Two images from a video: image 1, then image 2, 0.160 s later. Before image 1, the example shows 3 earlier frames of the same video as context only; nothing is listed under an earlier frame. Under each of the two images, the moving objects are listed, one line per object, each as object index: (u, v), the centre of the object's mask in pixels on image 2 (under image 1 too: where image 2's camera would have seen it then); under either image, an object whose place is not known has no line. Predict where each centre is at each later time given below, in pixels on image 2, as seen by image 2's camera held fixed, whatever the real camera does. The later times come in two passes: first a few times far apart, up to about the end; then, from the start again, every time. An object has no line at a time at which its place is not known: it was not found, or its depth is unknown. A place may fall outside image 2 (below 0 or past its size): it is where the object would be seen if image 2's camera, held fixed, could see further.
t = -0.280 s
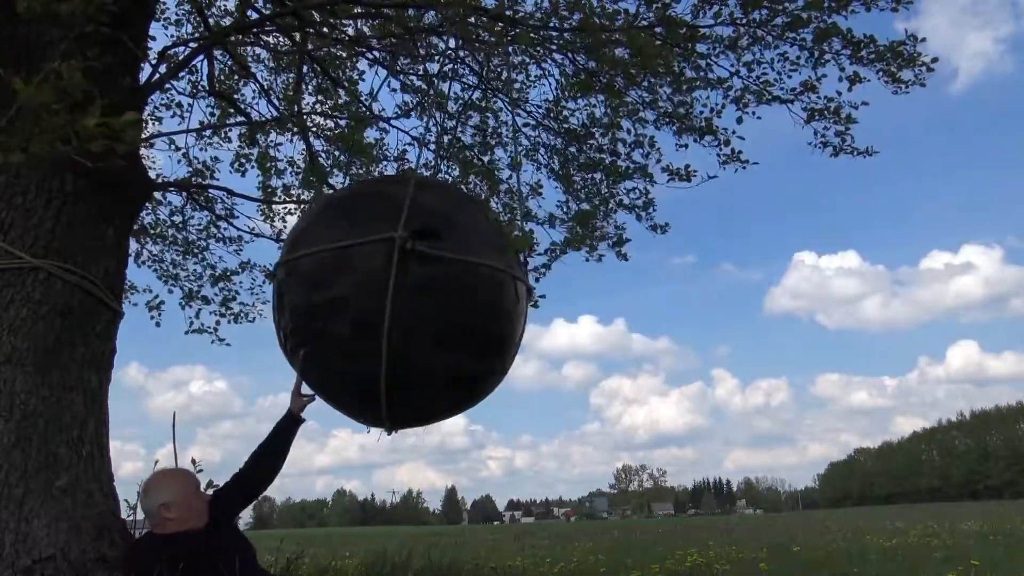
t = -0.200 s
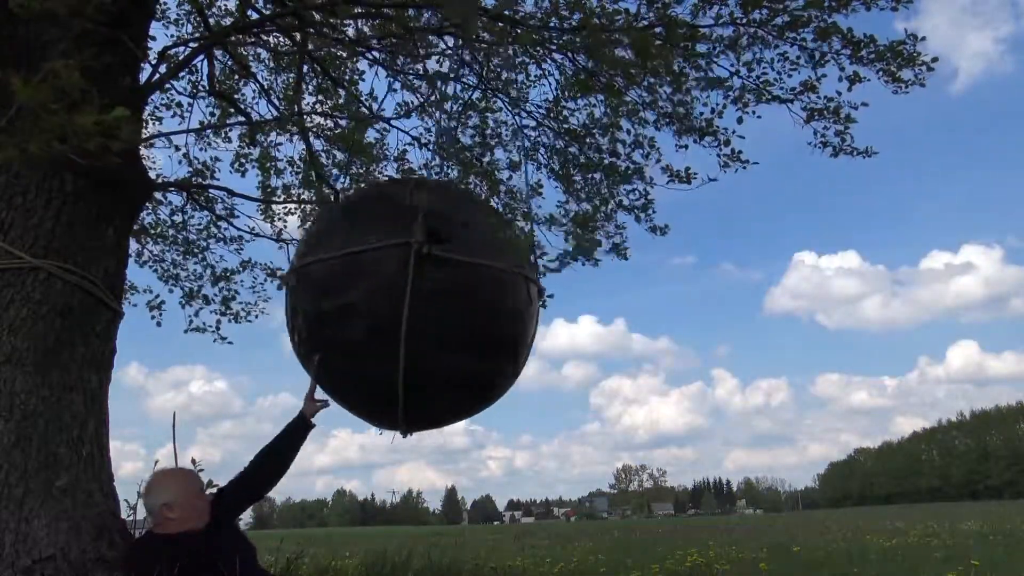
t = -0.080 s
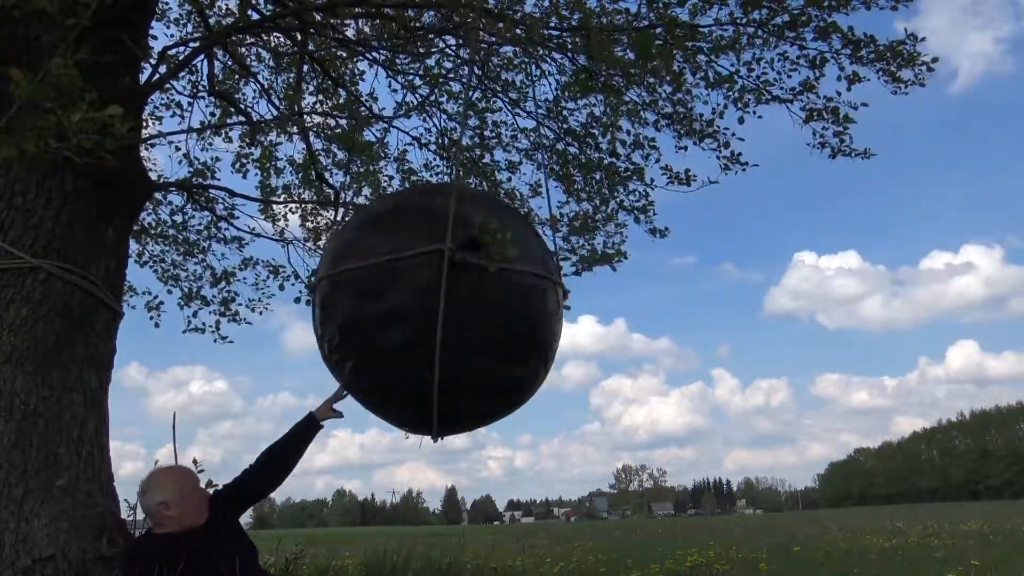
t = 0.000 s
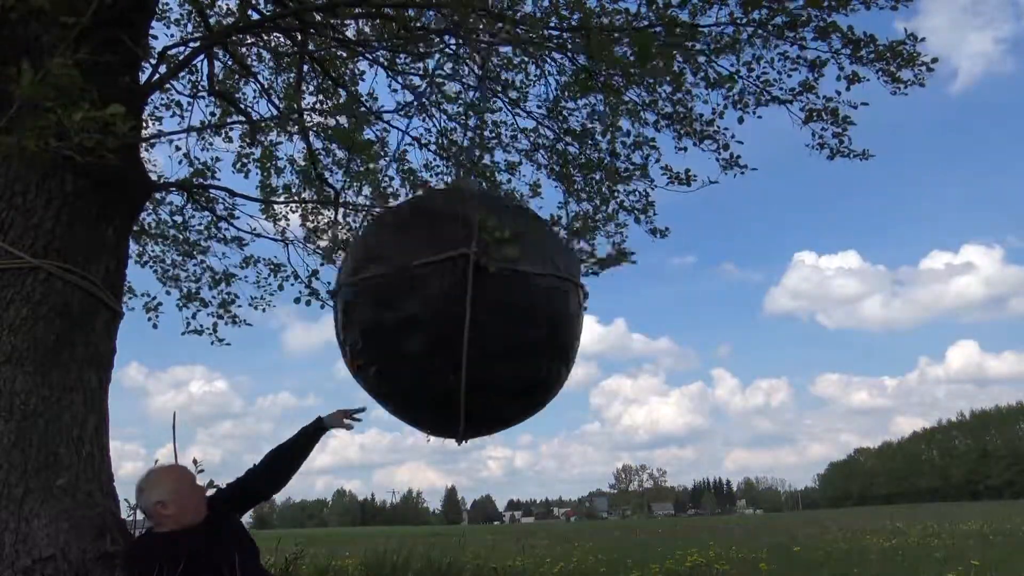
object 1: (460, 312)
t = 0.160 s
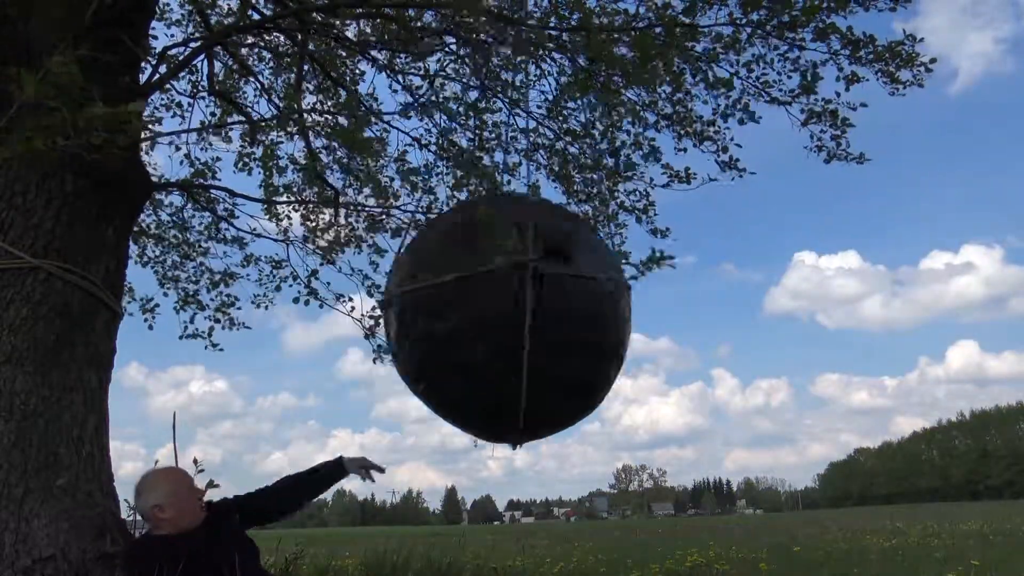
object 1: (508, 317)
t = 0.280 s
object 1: (549, 320)
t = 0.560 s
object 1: (651, 318)
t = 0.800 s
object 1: (734, 309)
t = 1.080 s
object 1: (814, 292)
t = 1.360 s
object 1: (866, 277)
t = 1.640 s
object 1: (884, 270)
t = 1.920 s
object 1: (862, 272)
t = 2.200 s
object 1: (800, 282)
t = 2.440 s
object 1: (722, 291)
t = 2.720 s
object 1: (616, 298)
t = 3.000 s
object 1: (517, 298)
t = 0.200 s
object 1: (521, 318)
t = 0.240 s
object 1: (535, 318)
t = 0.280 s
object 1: (549, 320)
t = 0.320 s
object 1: (563, 320)
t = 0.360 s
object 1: (577, 320)
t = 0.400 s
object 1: (591, 320)
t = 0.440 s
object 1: (606, 320)
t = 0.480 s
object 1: (620, 320)
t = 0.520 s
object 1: (635, 319)
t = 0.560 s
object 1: (651, 318)
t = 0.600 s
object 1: (665, 316)
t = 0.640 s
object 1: (679, 315)
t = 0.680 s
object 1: (693, 314)
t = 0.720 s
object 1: (706, 312)
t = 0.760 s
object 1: (721, 310)
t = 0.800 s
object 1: (734, 309)
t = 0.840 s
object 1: (747, 306)
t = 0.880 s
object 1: (759, 304)
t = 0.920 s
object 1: (771, 302)
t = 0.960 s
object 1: (782, 300)
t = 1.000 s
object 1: (794, 297)
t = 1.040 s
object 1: (804, 294)
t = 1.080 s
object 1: (814, 292)
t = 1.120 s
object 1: (823, 290)
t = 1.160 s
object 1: (832, 288)
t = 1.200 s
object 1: (840, 285)
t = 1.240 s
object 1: (848, 283)
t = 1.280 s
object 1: (855, 281)
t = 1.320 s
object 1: (861, 279)
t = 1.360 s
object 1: (866, 277)
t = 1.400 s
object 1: (871, 276)
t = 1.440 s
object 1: (875, 274)
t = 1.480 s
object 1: (878, 273)
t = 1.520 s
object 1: (881, 272)
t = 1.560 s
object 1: (883, 271)
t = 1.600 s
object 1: (884, 270)
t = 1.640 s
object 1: (884, 270)
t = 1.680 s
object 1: (883, 269)
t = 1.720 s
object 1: (882, 269)
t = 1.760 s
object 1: (879, 269)
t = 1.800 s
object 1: (876, 270)
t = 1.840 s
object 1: (872, 270)
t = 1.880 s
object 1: (867, 271)
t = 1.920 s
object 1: (862, 272)
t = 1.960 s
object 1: (855, 273)
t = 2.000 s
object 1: (848, 274)
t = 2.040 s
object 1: (840, 275)
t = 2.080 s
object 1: (831, 277)
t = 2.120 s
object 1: (822, 278)
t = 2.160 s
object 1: (812, 280)
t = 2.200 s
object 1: (800, 282)
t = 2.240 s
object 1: (788, 283)
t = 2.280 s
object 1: (776, 285)
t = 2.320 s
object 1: (763, 287)
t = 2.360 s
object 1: (750, 288)
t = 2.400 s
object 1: (736, 290)
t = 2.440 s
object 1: (722, 291)
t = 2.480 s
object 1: (707, 293)
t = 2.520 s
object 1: (693, 294)
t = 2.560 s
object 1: (677, 295)
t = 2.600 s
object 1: (662, 296)
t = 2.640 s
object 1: (647, 297)
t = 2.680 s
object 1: (631, 297)
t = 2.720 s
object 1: (616, 298)
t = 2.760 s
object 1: (601, 299)
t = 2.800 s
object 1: (586, 299)
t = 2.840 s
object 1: (571, 299)
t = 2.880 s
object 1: (557, 299)
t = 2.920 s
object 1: (543, 299)
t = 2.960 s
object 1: (530, 298)
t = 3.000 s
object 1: (517, 298)
